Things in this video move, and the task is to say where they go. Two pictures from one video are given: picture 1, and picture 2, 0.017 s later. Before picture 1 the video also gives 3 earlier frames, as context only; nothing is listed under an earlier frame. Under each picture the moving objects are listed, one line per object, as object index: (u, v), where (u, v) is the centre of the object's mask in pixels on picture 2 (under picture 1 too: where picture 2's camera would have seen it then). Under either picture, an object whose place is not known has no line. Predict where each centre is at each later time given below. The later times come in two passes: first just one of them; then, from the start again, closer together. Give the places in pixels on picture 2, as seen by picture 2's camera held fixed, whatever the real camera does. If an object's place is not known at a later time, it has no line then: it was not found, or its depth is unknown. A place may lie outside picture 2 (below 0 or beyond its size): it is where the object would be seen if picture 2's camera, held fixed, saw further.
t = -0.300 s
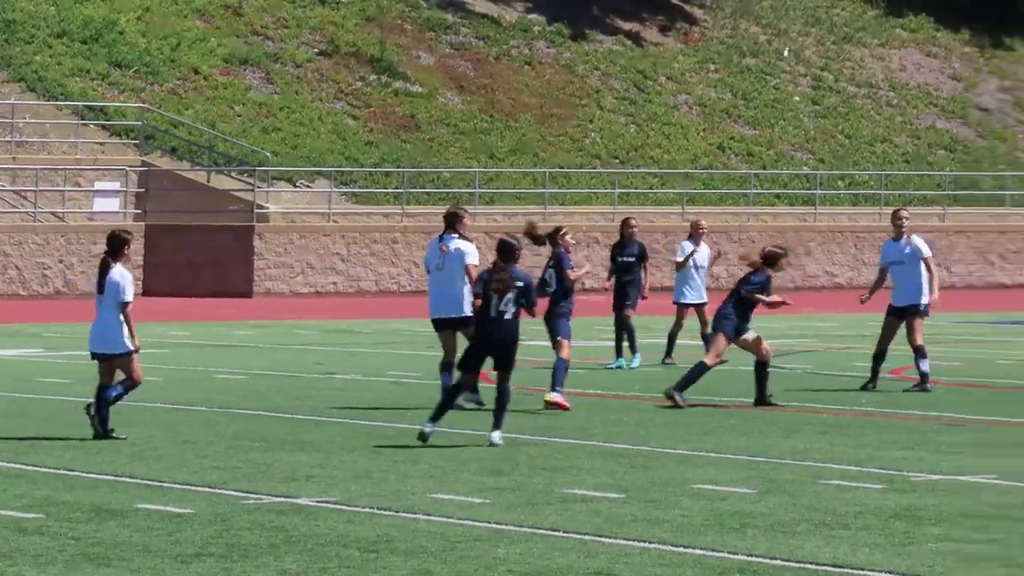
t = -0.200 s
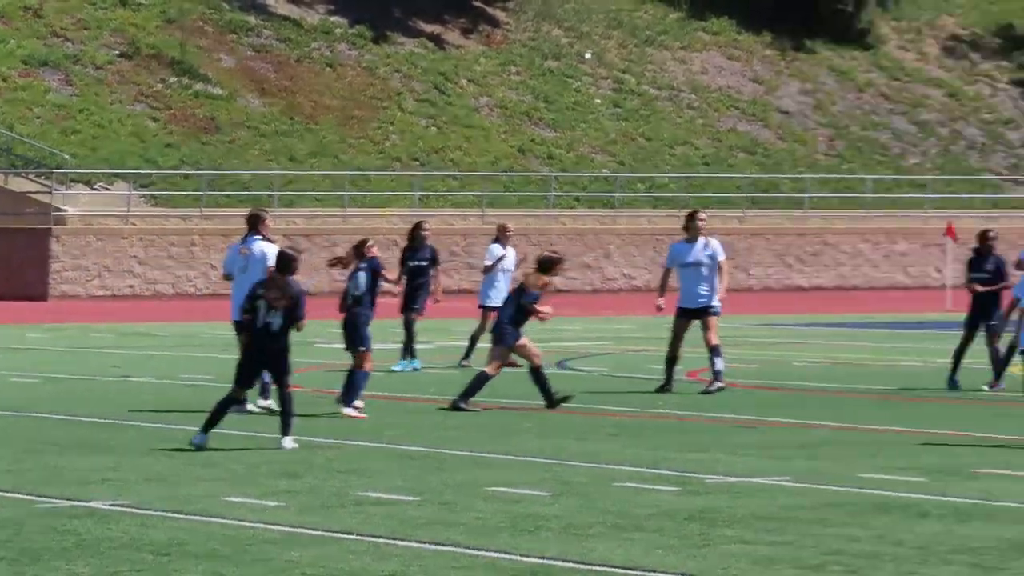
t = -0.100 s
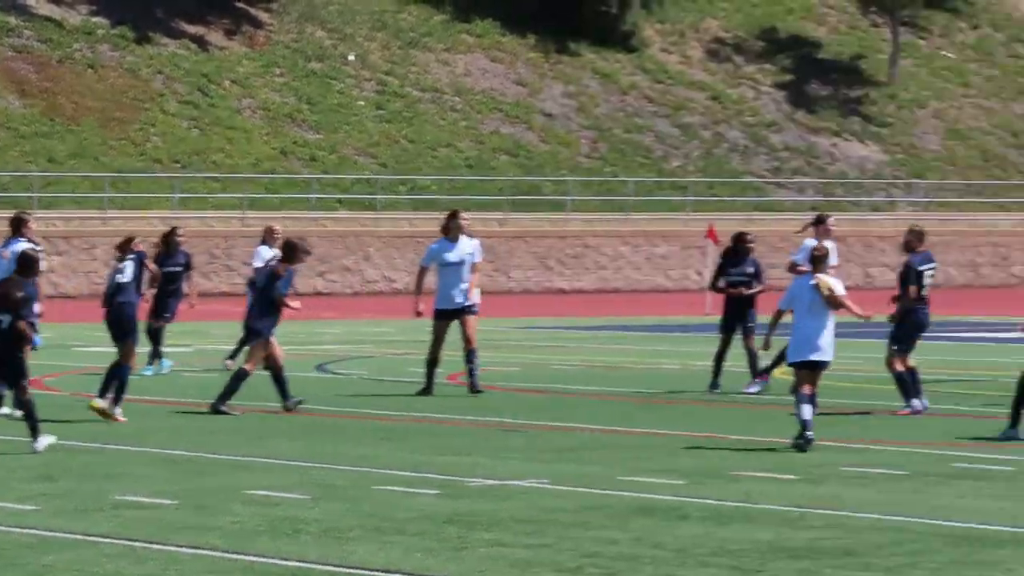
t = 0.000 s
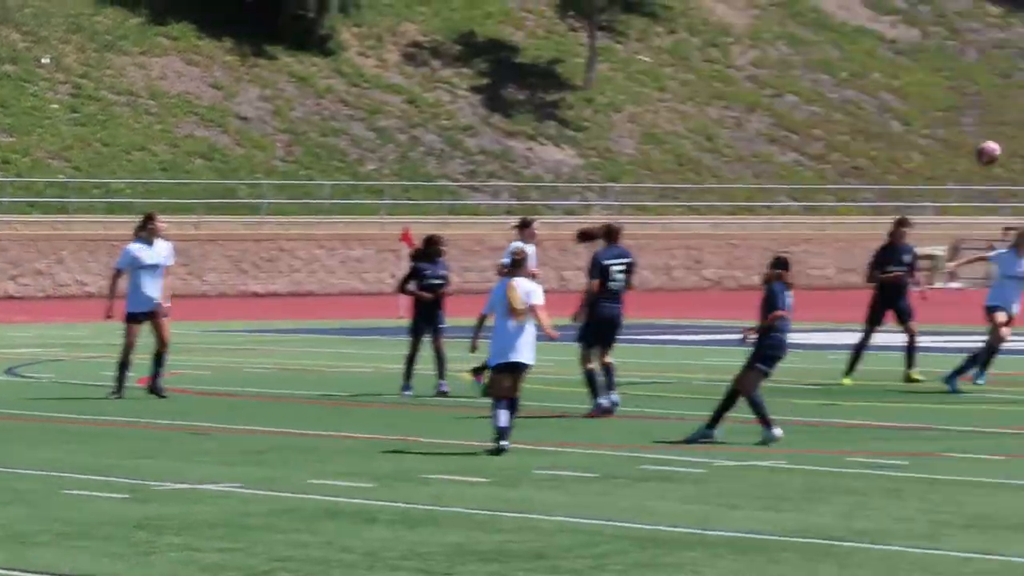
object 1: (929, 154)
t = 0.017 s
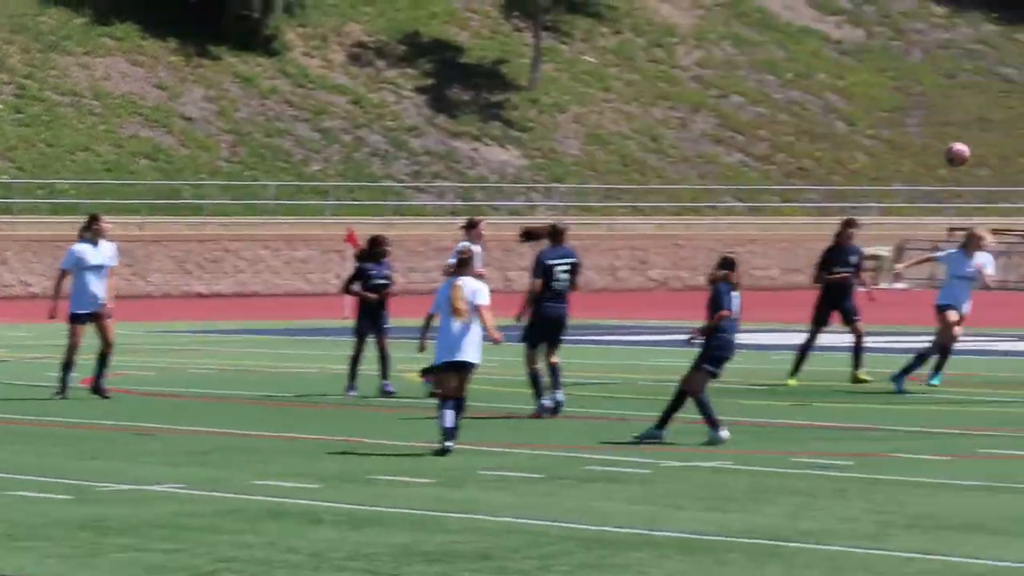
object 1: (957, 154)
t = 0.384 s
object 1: (1525, 233)
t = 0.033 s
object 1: (983, 154)
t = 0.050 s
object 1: (1011, 154)
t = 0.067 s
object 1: (1039, 154)
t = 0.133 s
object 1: (1140, 161)
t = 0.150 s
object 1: (1165, 162)
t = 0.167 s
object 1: (1190, 165)
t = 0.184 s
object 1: (1212, 169)
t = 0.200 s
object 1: (1236, 173)
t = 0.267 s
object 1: (1341, 191)
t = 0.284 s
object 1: (1366, 196)
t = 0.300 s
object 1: (1392, 201)
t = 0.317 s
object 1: (1418, 207)
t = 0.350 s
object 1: (1471, 220)
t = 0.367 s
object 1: (1498, 226)
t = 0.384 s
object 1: (1525, 233)
